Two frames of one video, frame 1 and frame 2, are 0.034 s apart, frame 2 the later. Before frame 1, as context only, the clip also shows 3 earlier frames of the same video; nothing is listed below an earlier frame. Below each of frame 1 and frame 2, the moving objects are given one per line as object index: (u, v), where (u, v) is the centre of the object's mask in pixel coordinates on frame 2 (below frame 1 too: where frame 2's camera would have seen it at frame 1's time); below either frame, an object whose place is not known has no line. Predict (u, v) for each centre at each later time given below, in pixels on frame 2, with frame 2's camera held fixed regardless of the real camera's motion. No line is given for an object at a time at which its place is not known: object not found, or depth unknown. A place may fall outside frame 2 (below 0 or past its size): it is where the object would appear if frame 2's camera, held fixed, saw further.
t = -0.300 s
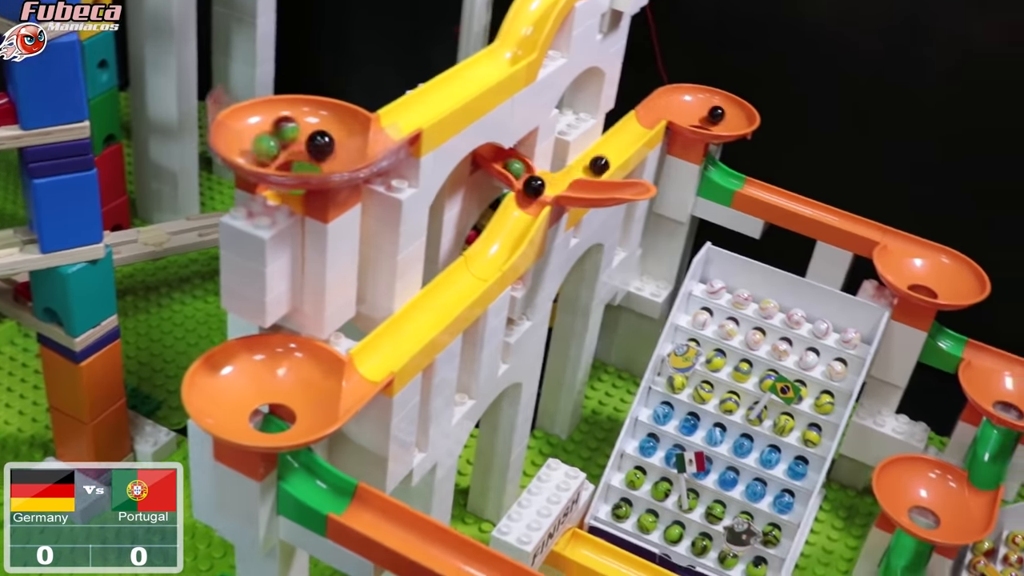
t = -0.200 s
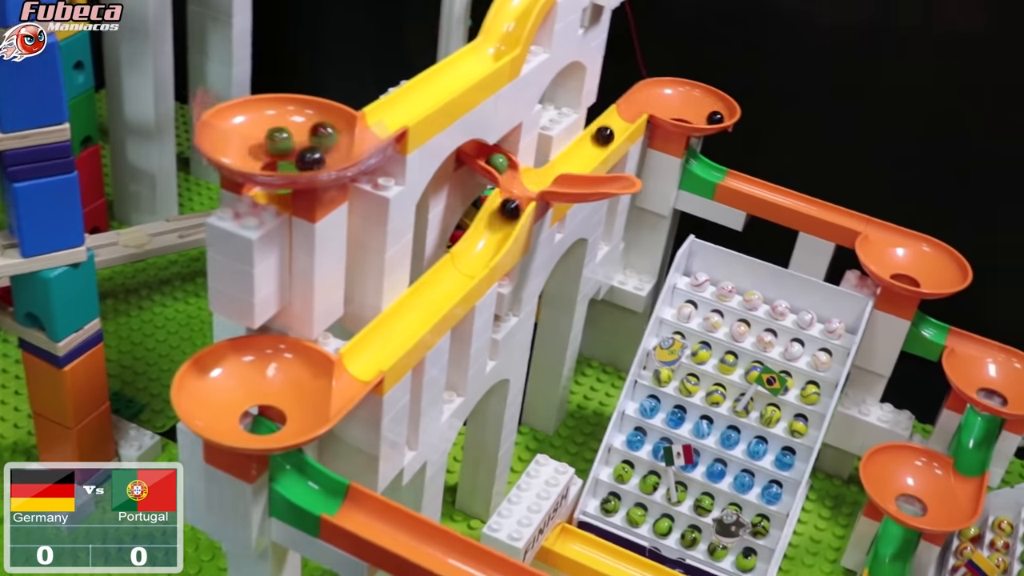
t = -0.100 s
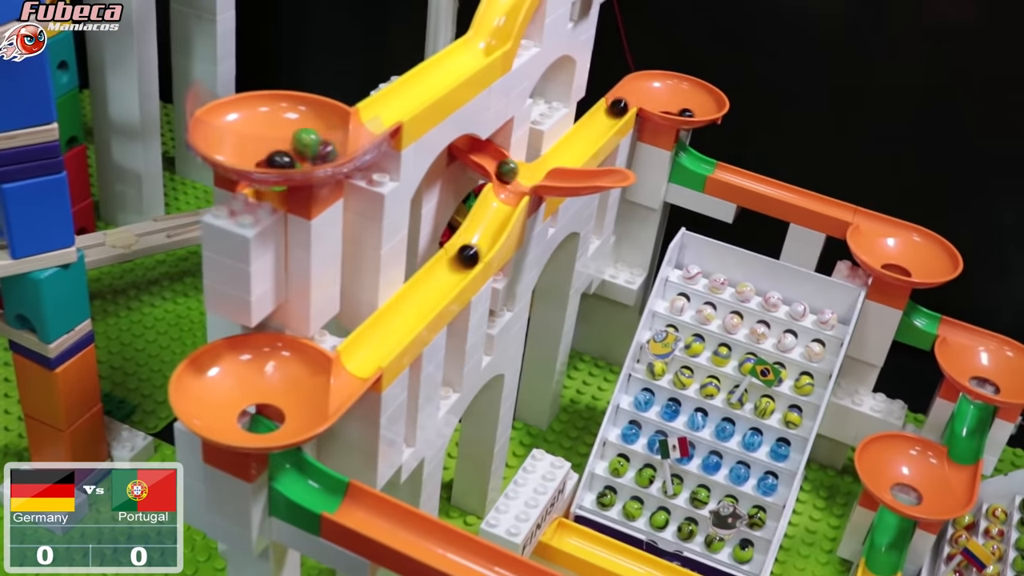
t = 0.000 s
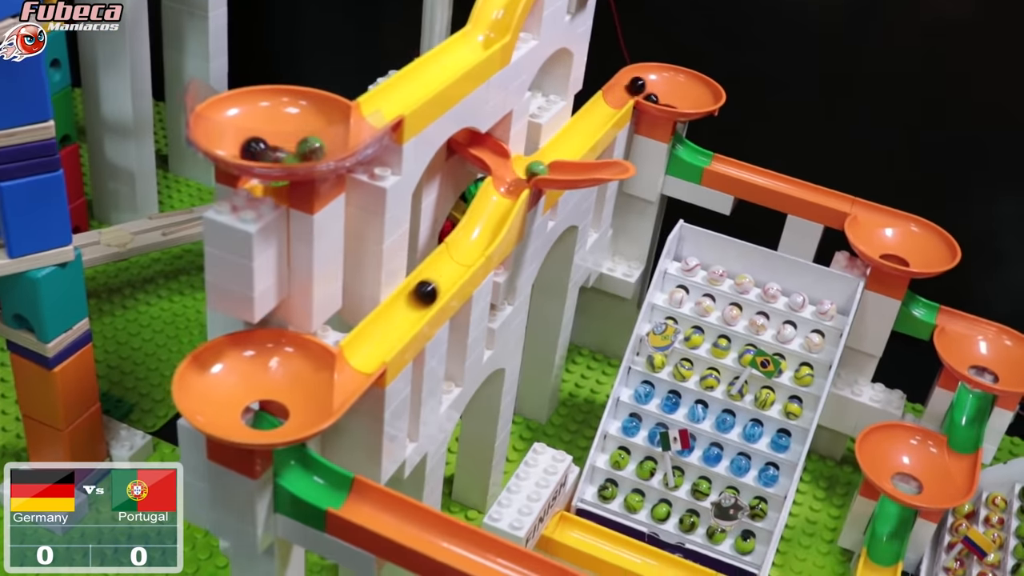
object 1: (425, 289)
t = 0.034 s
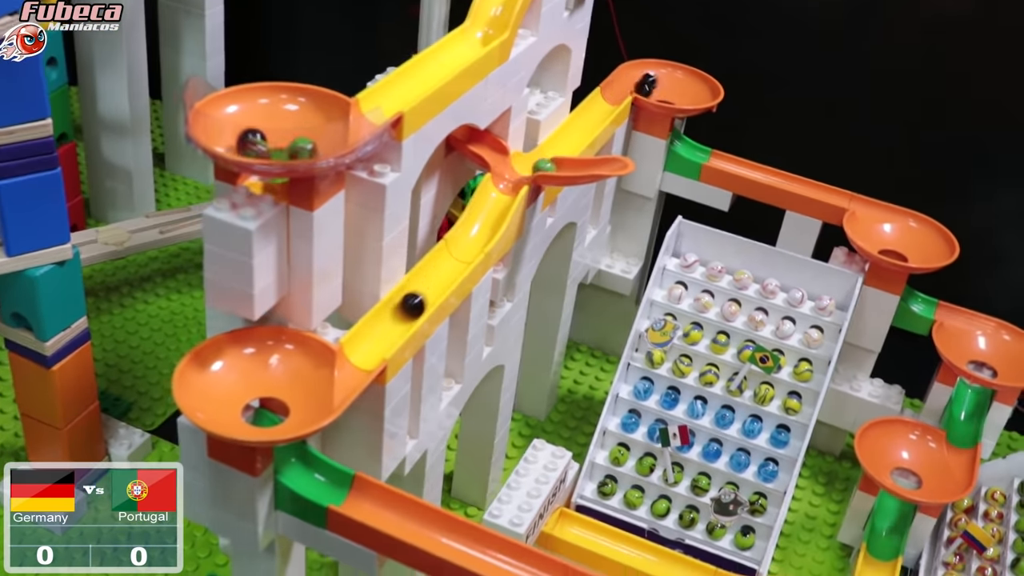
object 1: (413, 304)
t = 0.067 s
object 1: (398, 321)
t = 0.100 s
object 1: (382, 336)
